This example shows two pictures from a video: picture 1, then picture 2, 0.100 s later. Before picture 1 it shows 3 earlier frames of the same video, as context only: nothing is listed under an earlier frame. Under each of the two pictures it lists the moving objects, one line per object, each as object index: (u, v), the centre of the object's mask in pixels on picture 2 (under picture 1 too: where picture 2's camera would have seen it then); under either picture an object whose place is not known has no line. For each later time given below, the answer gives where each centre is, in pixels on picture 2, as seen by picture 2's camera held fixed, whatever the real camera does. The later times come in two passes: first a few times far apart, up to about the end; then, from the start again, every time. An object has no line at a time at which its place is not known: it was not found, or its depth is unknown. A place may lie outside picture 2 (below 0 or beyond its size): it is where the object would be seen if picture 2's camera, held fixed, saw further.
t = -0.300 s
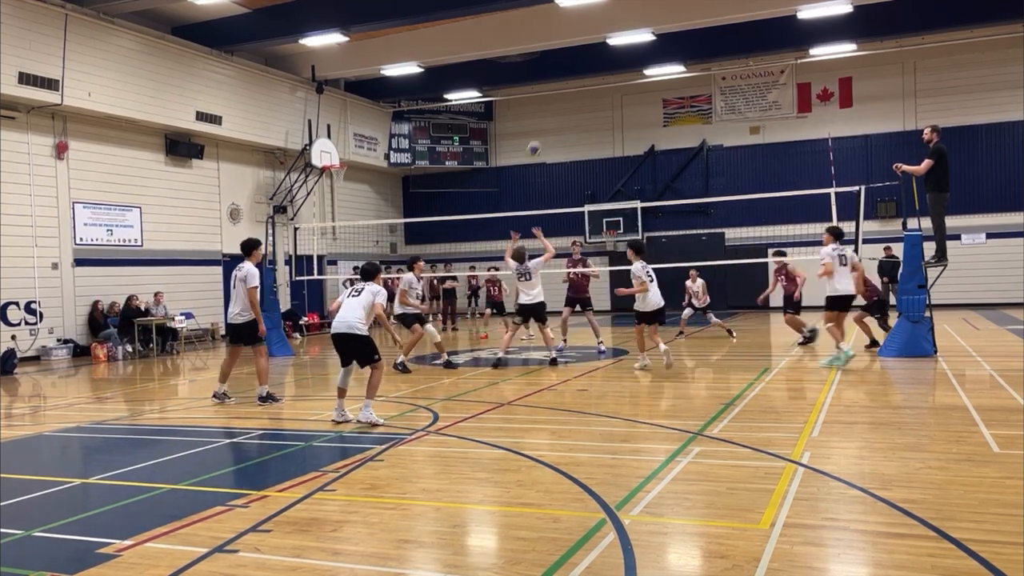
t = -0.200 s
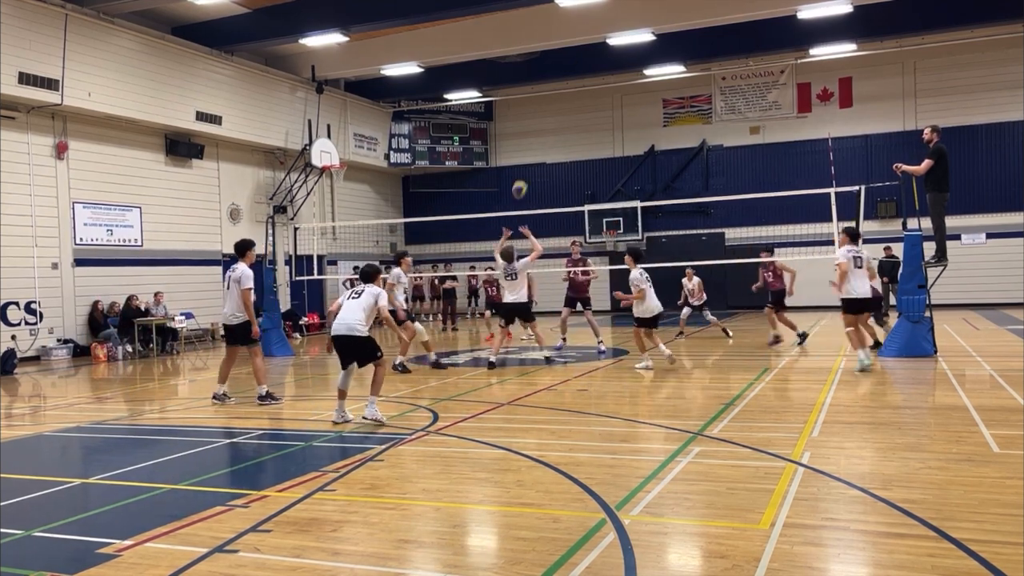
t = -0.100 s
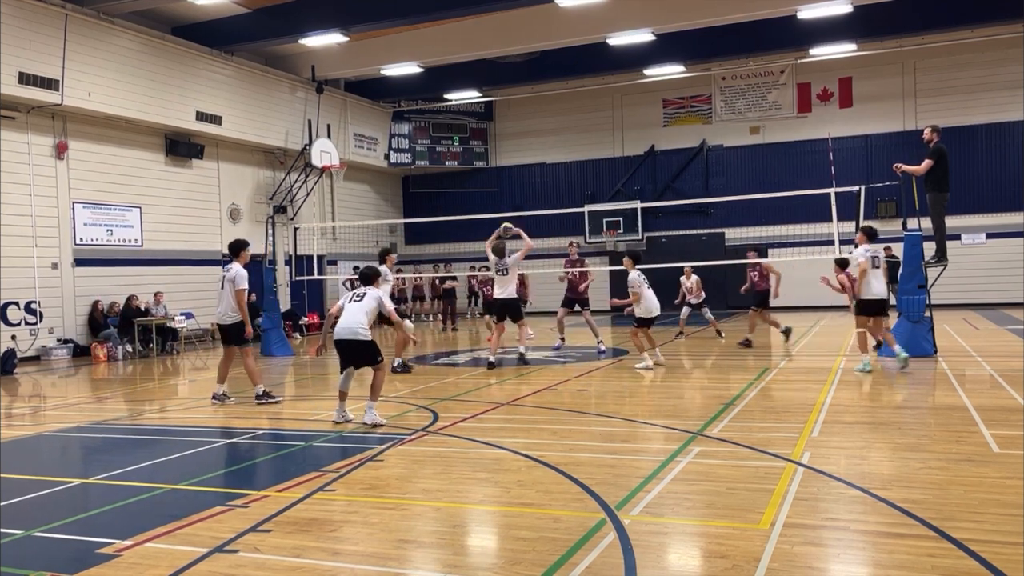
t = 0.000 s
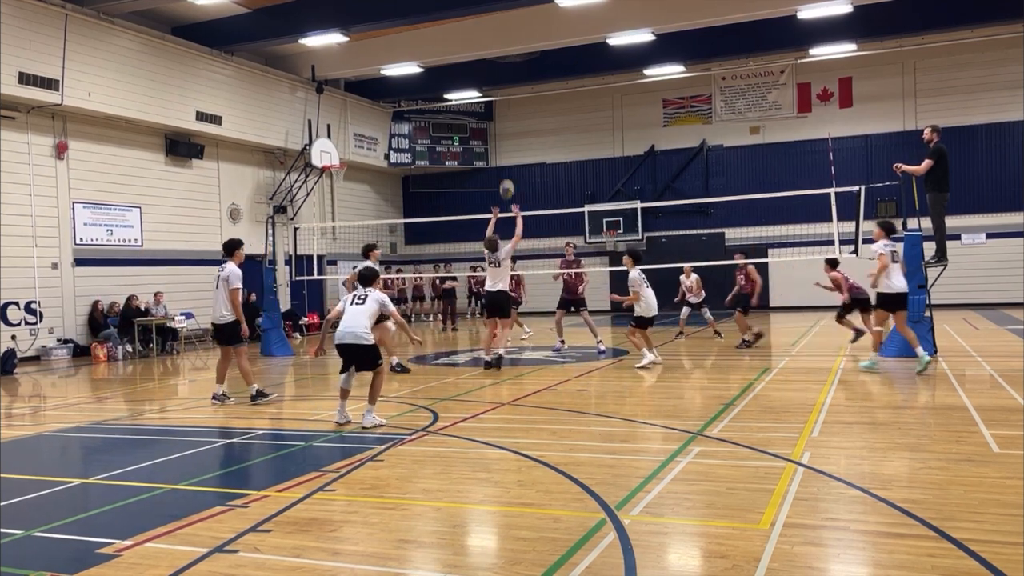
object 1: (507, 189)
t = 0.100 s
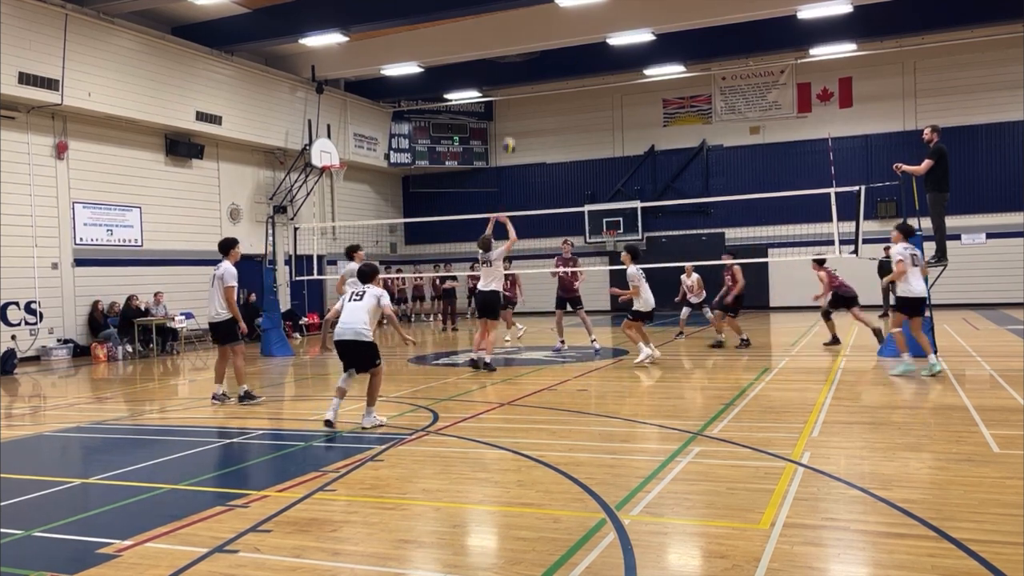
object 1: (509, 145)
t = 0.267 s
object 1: (513, 90)
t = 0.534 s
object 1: (522, 46)
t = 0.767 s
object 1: (531, 47)
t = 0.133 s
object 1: (510, 132)
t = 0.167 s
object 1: (510, 120)
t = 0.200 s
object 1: (511, 110)
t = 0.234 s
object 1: (512, 99)
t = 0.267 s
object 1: (513, 90)
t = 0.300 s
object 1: (515, 82)
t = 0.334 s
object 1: (515, 76)
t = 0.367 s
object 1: (516, 69)
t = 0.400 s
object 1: (518, 63)
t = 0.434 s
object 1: (519, 58)
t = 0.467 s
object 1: (519, 53)
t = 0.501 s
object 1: (521, 50)
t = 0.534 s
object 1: (522, 46)
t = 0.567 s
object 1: (523, 44)
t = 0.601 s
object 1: (525, 43)
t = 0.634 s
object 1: (526, 43)
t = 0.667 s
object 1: (527, 43)
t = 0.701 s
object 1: (528, 43)
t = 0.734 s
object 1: (530, 45)
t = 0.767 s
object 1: (531, 47)
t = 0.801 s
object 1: (532, 50)
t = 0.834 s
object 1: (534, 54)
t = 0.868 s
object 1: (535, 59)
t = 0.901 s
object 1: (536, 64)
